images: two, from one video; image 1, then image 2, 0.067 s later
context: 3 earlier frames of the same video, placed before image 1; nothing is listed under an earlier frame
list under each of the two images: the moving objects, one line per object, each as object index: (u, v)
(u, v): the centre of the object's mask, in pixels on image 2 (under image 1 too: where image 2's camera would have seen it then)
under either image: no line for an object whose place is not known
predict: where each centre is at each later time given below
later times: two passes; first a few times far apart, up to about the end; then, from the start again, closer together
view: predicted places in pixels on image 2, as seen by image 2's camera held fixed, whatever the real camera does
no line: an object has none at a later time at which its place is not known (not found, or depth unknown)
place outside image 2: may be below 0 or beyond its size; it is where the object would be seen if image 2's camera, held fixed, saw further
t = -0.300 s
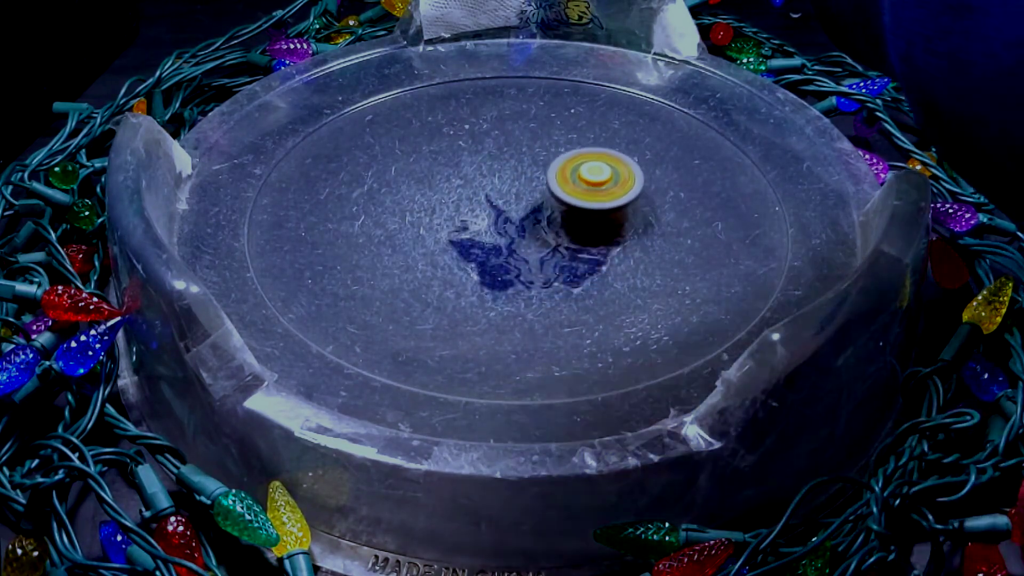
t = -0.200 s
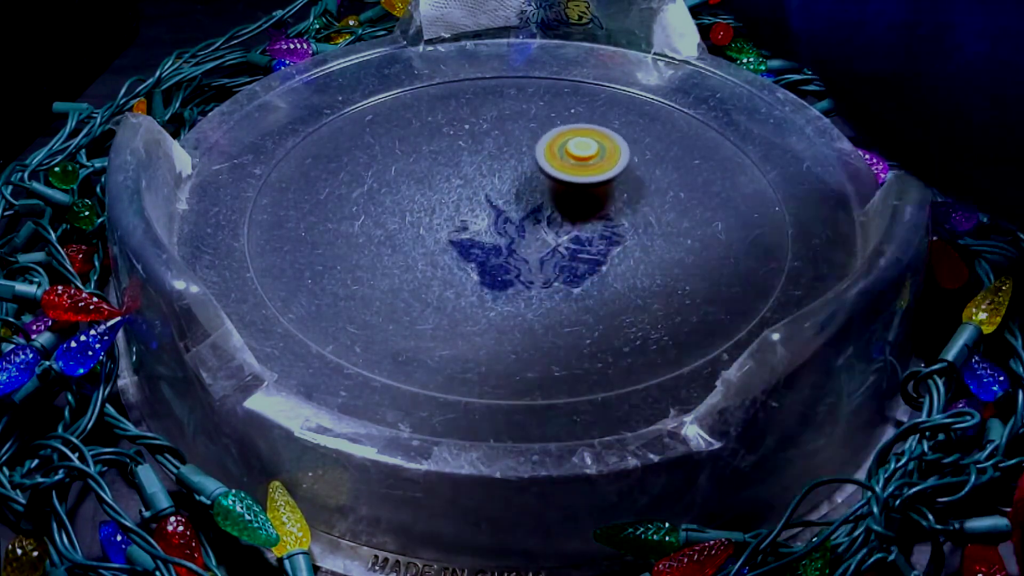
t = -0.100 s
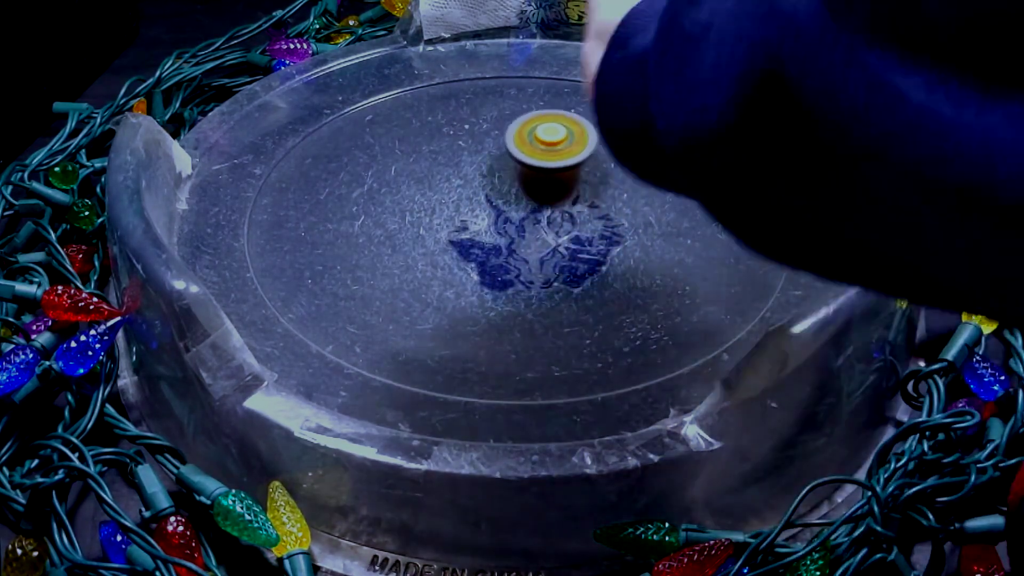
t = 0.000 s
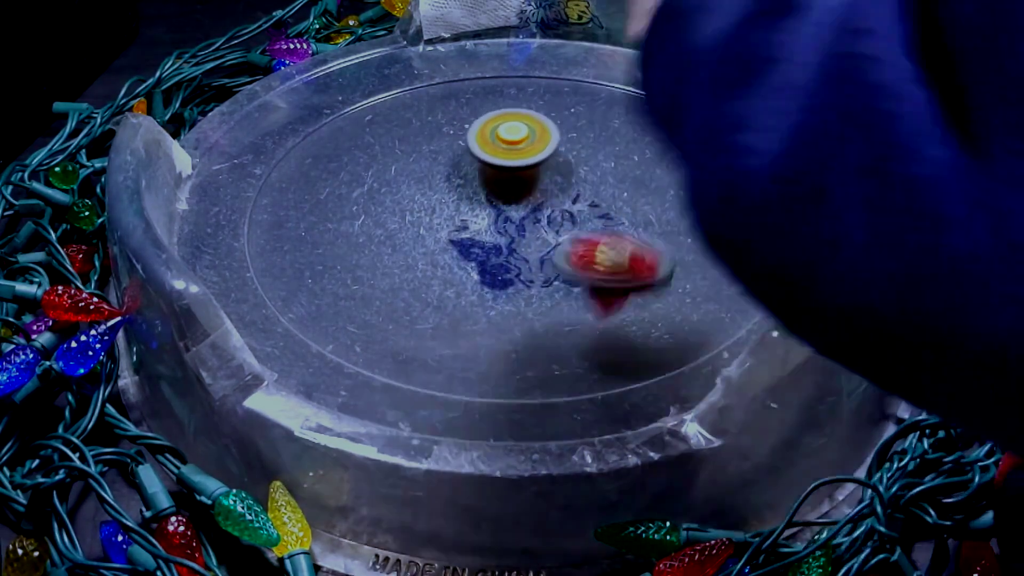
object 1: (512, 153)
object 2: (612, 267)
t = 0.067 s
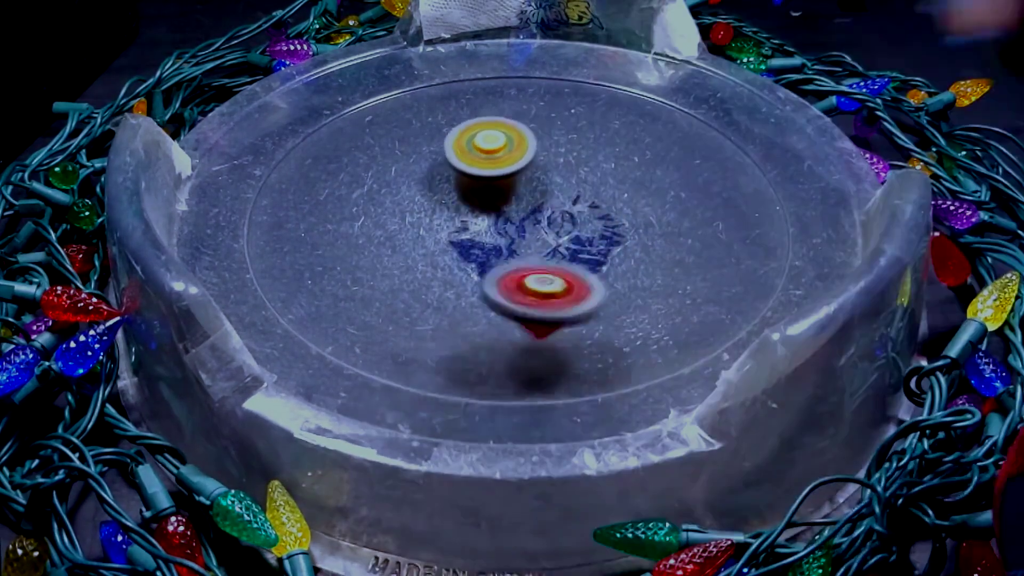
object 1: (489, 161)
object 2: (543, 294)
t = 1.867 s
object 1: (550, 131)
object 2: (383, 264)
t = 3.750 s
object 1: (533, 296)
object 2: (466, 354)
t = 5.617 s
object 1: (487, 170)
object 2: (292, 232)
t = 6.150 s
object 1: (514, 168)
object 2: (545, 62)
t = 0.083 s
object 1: (484, 164)
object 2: (525, 296)
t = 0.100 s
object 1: (479, 166)
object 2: (506, 303)
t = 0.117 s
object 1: (475, 170)
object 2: (486, 314)
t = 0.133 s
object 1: (472, 174)
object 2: (471, 307)
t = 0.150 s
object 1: (469, 179)
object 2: (456, 304)
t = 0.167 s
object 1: (467, 183)
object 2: (443, 299)
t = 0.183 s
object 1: (465, 188)
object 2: (430, 293)
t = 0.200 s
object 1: (463, 193)
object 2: (419, 286)
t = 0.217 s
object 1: (463, 198)
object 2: (410, 280)
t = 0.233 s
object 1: (464, 203)
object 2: (402, 274)
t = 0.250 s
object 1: (466, 208)
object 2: (396, 268)
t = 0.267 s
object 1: (468, 213)
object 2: (390, 263)
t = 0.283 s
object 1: (471, 218)
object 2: (385, 258)
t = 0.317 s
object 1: (479, 227)
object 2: (373, 248)
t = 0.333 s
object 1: (484, 231)
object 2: (368, 244)
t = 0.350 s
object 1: (489, 235)
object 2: (363, 240)
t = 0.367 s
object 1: (494, 238)
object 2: (358, 236)
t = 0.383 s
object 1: (501, 241)
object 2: (354, 232)
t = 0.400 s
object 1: (507, 244)
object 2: (350, 229)
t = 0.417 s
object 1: (514, 247)
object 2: (346, 226)
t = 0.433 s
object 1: (520, 249)
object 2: (342, 224)
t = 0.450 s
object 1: (527, 251)
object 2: (339, 222)
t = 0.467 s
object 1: (535, 252)
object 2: (335, 220)
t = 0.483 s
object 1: (543, 253)
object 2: (333, 219)
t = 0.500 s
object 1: (551, 253)
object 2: (330, 219)
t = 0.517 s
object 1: (557, 254)
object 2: (328, 218)
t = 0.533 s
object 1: (565, 253)
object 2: (325, 218)
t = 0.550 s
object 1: (572, 253)
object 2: (324, 219)
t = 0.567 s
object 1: (579, 253)
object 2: (322, 219)
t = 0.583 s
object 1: (585, 251)
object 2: (321, 221)
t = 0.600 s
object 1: (592, 250)
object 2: (319, 222)
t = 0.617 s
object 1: (598, 249)
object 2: (318, 224)
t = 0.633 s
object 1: (603, 247)
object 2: (317, 226)
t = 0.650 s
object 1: (609, 245)
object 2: (316, 229)
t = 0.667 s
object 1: (614, 242)
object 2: (316, 231)
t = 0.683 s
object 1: (619, 240)
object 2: (315, 234)
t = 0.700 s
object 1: (623, 237)
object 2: (316, 236)
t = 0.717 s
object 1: (627, 234)
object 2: (317, 239)
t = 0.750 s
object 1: (632, 228)
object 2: (321, 245)
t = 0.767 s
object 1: (634, 224)
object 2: (324, 247)
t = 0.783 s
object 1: (635, 221)
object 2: (328, 250)
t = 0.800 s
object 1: (635, 217)
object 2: (333, 252)
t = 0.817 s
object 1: (636, 214)
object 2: (338, 254)
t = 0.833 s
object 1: (635, 211)
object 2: (343, 256)
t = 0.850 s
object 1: (633, 208)
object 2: (350, 258)
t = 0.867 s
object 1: (630, 205)
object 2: (356, 259)
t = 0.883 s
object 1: (628, 202)
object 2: (363, 259)
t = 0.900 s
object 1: (624, 200)
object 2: (370, 259)
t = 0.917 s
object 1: (620, 198)
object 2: (378, 259)
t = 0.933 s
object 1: (616, 196)
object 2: (385, 258)
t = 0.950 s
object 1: (611, 195)
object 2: (391, 257)
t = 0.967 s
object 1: (606, 194)
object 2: (398, 256)
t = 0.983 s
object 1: (601, 194)
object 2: (404, 254)
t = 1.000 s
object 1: (594, 193)
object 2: (409, 251)
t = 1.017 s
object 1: (589, 193)
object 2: (414, 249)
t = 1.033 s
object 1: (582, 193)
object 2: (417, 247)
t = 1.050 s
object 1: (577, 193)
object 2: (421, 245)
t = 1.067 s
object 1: (570, 193)
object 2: (424, 242)
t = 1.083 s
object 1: (564, 195)
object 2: (426, 239)
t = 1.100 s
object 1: (558, 196)
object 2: (429, 236)
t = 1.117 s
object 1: (551, 197)
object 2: (432, 232)
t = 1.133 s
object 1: (545, 199)
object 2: (435, 228)
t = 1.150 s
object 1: (540, 202)
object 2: (439, 222)
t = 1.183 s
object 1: (548, 199)
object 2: (426, 215)
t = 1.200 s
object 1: (571, 194)
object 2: (402, 214)
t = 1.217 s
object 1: (591, 189)
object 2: (380, 212)
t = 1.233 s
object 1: (609, 183)
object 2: (363, 211)
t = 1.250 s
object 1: (623, 178)
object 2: (348, 209)
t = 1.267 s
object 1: (635, 173)
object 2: (336, 208)
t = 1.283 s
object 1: (644, 169)
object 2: (328, 208)
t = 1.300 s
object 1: (650, 166)
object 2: (322, 209)
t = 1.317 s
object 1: (654, 163)
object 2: (320, 210)
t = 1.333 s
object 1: (655, 160)
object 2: (319, 212)
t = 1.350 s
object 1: (654, 157)
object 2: (319, 214)
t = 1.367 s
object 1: (650, 155)
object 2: (320, 217)
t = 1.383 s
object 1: (645, 152)
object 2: (322, 219)
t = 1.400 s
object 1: (640, 150)
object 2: (324, 223)
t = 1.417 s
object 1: (634, 147)
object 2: (328, 225)
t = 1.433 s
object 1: (627, 145)
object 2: (332, 228)
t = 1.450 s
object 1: (621, 144)
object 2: (337, 231)
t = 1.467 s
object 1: (614, 143)
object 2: (343, 234)
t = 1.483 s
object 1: (606, 141)
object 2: (349, 235)
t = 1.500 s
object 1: (599, 140)
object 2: (355, 237)
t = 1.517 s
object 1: (591, 140)
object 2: (362, 238)
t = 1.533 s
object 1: (583, 141)
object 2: (368, 238)
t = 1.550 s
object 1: (576, 142)
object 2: (374, 238)
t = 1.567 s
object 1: (568, 142)
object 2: (380, 238)
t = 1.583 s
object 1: (560, 144)
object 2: (386, 238)
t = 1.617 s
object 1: (546, 148)
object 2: (398, 235)
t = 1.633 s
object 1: (539, 150)
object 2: (404, 235)
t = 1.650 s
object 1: (531, 153)
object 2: (409, 233)
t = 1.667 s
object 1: (524, 156)
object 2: (413, 232)
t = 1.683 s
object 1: (518, 160)
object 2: (418, 230)
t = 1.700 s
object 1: (511, 163)
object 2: (422, 228)
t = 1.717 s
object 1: (506, 167)
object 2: (425, 226)
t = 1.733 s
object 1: (500, 170)
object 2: (428, 224)
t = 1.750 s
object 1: (496, 172)
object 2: (432, 222)
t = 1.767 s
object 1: (494, 174)
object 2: (435, 219)
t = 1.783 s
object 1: (497, 173)
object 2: (429, 223)
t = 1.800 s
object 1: (509, 163)
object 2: (415, 233)
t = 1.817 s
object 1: (521, 154)
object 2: (404, 242)
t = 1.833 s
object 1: (532, 145)
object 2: (394, 249)
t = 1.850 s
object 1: (542, 136)
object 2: (387, 257)
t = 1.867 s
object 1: (550, 131)
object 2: (383, 264)
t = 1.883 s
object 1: (556, 126)
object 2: (381, 271)
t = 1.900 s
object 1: (560, 123)
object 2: (383, 277)
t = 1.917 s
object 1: (562, 120)
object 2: (388, 283)
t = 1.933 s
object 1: (563, 119)
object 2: (396, 288)
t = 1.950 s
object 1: (561, 119)
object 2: (408, 293)
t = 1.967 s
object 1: (558, 120)
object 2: (423, 296)
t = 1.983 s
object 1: (553, 120)
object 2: (442, 299)
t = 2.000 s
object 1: (546, 122)
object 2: (462, 300)
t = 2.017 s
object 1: (539, 123)
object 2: (485, 300)
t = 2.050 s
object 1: (526, 126)
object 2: (534, 291)
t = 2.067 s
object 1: (520, 128)
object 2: (557, 283)
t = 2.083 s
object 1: (513, 130)
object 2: (580, 274)
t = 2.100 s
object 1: (506, 133)
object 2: (602, 262)
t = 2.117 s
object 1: (500, 136)
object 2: (620, 249)
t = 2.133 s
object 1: (494, 139)
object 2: (636, 235)
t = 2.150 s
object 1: (488, 143)
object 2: (649, 219)
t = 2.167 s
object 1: (482, 146)
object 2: (659, 202)
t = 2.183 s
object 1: (477, 150)
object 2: (665, 186)
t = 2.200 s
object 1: (472, 155)
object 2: (670, 169)
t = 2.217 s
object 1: (468, 160)
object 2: (672, 152)
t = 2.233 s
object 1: (464, 164)
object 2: (670, 137)
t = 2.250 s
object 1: (461, 170)
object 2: (667, 122)
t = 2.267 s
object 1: (458, 176)
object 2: (662, 108)
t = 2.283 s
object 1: (455, 181)
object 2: (653, 93)
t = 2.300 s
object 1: (454, 186)
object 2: (642, 80)
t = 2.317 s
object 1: (453, 191)
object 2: (630, 66)
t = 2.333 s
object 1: (451, 197)
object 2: (614, 56)
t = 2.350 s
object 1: (452, 202)
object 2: (597, 49)
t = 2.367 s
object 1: (453, 207)
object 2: (577, 46)
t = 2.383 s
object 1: (454, 212)
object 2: (556, 41)
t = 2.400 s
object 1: (456, 217)
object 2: (536, 37)
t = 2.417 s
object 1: (459, 222)
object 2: (515, 33)
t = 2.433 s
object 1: (462, 227)
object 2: (490, 32)
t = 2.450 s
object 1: (466, 232)
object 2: (464, 38)
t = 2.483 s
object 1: (474, 241)
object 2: (416, 42)
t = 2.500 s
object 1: (479, 245)
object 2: (390, 45)
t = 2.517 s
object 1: (483, 248)
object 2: (366, 50)
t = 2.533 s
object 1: (488, 252)
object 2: (343, 56)
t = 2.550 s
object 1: (494, 255)
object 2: (319, 63)
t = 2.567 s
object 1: (500, 258)
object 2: (298, 72)
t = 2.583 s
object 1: (506, 261)
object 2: (279, 81)
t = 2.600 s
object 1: (513, 264)
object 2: (261, 91)
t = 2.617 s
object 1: (519, 266)
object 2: (245, 104)
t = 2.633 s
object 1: (525, 268)
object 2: (232, 117)
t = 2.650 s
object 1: (533, 271)
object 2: (227, 132)
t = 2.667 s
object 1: (540, 272)
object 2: (240, 143)
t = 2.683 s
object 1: (546, 273)
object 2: (255, 162)
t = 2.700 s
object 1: (553, 274)
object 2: (272, 186)
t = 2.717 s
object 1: (560, 275)
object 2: (290, 216)
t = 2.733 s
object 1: (566, 276)
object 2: (309, 233)
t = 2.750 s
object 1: (573, 276)
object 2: (332, 251)
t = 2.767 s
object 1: (580, 275)
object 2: (357, 267)
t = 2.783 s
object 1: (587, 275)
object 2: (386, 281)
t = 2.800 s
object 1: (594, 274)
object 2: (417, 293)
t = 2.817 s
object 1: (601, 274)
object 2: (452, 302)
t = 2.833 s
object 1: (607, 273)
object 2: (488, 307)
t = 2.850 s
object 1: (614, 270)
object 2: (525, 309)
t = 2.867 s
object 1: (623, 262)
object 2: (560, 310)
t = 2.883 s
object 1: (630, 247)
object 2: (594, 299)
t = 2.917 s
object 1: (635, 226)
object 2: (653, 283)
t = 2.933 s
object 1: (639, 227)
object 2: (684, 283)
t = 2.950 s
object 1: (641, 233)
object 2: (713, 288)
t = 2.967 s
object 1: (644, 232)
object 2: (739, 293)
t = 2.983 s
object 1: (642, 224)
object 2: (750, 277)
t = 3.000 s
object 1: (641, 218)
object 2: (758, 264)
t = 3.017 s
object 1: (639, 213)
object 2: (765, 257)
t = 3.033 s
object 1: (636, 209)
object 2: (772, 251)
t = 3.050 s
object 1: (631, 206)
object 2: (779, 237)
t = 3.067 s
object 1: (625, 204)
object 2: (781, 225)
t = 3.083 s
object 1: (619, 203)
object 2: (781, 212)
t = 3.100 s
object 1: (613, 203)
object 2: (781, 199)
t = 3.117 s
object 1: (606, 205)
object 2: (780, 185)
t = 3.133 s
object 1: (600, 206)
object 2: (778, 171)
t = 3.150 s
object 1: (595, 210)
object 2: (771, 160)
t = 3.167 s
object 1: (589, 213)
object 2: (763, 149)
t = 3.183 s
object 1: (584, 216)
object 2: (756, 139)
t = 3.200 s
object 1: (579, 220)
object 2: (747, 131)
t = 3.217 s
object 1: (574, 224)
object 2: (738, 124)
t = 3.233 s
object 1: (568, 226)
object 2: (728, 118)
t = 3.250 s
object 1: (562, 229)
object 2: (719, 112)
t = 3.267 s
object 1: (557, 232)
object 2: (707, 108)
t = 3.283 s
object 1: (552, 235)
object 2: (694, 104)
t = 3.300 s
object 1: (546, 238)
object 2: (679, 102)
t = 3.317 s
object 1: (542, 240)
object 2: (661, 98)
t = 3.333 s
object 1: (537, 243)
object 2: (641, 96)
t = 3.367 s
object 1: (530, 250)
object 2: (595, 96)
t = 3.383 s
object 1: (526, 254)
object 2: (573, 96)
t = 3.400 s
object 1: (523, 257)
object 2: (548, 101)
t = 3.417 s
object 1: (520, 261)
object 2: (525, 104)
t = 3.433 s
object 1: (518, 264)
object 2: (501, 110)
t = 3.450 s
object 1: (516, 267)
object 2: (478, 117)
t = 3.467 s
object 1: (513, 271)
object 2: (455, 127)
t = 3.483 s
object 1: (511, 274)
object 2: (435, 137)
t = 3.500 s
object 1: (509, 277)
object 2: (416, 147)
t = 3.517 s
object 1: (508, 281)
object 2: (400, 159)
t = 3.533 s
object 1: (506, 283)
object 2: (387, 172)
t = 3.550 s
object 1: (506, 287)
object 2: (375, 186)
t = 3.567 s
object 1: (505, 290)
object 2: (367, 200)
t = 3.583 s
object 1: (505, 292)
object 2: (363, 214)
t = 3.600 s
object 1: (505, 296)
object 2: (361, 230)
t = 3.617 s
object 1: (506, 298)
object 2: (363, 246)
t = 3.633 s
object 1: (506, 301)
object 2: (369, 262)
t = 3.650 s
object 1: (507, 303)
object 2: (379, 277)
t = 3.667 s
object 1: (510, 305)
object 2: (390, 291)
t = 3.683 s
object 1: (514, 308)
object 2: (408, 305)
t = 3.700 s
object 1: (523, 296)
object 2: (422, 315)
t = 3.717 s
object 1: (526, 309)
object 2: (436, 328)
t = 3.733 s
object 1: (531, 305)
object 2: (450, 344)
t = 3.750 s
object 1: (533, 296)
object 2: (466, 354)
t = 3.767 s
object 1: (535, 295)
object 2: (487, 354)
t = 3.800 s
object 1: (535, 296)
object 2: (533, 357)
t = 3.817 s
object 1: (535, 297)
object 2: (555, 357)
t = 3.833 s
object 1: (535, 298)
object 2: (580, 356)
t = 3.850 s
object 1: (536, 300)
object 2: (602, 353)
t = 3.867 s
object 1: (537, 303)
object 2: (620, 350)
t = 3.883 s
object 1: (539, 306)
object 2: (636, 347)
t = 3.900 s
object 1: (539, 316)
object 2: (649, 342)
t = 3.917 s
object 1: (539, 314)
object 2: (660, 338)
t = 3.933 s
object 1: (539, 307)
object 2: (668, 333)
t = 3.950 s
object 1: (539, 307)
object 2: (677, 328)
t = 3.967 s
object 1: (539, 307)
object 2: (686, 321)
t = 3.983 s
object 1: (538, 305)
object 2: (693, 316)
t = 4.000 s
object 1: (537, 303)
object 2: (699, 308)
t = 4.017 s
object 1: (536, 302)
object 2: (703, 302)
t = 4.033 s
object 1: (535, 301)
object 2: (705, 296)
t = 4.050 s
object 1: (534, 300)
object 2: (706, 290)
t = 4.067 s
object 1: (533, 299)
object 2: (705, 285)
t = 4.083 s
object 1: (531, 297)
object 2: (703, 279)
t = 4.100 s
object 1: (529, 296)
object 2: (700, 273)
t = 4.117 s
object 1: (527, 295)
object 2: (696, 266)
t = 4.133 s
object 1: (525, 293)
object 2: (691, 257)
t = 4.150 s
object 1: (522, 297)
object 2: (684, 247)
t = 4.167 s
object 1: (520, 295)
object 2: (676, 238)
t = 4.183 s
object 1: (518, 285)
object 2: (666, 228)
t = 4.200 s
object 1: (516, 283)
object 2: (654, 218)
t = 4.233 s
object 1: (510, 291)
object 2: (627, 199)
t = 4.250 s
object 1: (507, 289)
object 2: (610, 191)
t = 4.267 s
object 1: (504, 287)
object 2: (592, 184)
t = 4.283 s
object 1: (500, 284)
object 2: (573, 178)
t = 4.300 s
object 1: (497, 282)
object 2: (552, 173)
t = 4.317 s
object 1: (493, 281)
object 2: (531, 168)
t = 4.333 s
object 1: (490, 278)
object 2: (510, 164)
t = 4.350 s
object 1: (486, 276)
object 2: (489, 162)
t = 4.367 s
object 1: (482, 274)
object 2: (467, 160)
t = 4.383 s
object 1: (478, 272)
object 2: (446, 159)
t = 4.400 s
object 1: (474, 270)
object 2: (425, 160)
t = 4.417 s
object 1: (470, 268)
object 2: (404, 162)
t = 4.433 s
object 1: (466, 265)
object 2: (385, 168)
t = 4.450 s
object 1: (462, 263)
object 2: (366, 172)
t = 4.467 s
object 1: (458, 262)
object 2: (348, 178)
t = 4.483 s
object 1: (454, 260)
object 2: (332, 185)
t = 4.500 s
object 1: (450, 258)
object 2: (316, 192)
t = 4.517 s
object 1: (446, 256)
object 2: (302, 201)
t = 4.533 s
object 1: (442, 255)
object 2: (290, 212)
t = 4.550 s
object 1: (438, 253)
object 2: (277, 225)
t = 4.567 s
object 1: (435, 251)
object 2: (267, 238)
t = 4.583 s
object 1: (432, 249)
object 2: (264, 250)
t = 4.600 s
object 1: (428, 248)
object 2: (276, 257)
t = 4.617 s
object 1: (424, 246)
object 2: (289, 270)
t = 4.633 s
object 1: (421, 245)
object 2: (303, 286)
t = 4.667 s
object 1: (414, 241)
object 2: (331, 301)
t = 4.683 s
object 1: (411, 239)
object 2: (343, 307)
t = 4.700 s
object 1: (408, 236)
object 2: (358, 313)
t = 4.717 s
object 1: (405, 235)
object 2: (371, 317)
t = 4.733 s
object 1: (401, 234)
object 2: (383, 320)
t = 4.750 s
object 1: (398, 234)
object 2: (396, 322)
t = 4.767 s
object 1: (395, 233)
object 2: (408, 323)
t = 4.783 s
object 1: (392, 233)
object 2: (419, 324)
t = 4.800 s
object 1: (389, 233)
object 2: (430, 324)
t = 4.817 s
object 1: (386, 232)
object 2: (441, 322)
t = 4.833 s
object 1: (384, 231)
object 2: (451, 322)
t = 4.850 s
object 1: (382, 231)
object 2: (464, 320)
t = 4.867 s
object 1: (380, 230)
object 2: (476, 318)
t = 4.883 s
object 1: (378, 229)
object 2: (490, 315)
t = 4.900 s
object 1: (377, 229)
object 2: (504, 311)
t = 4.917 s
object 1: (376, 229)
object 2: (517, 307)
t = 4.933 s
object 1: (376, 229)
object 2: (530, 302)
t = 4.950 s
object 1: (375, 229)
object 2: (542, 296)
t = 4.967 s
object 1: (376, 229)
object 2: (553, 288)
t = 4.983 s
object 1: (376, 229)
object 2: (563, 281)
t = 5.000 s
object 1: (377, 229)
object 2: (571, 273)
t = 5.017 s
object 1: (378, 228)
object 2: (579, 264)
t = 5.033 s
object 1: (380, 228)
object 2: (585, 254)
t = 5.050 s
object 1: (382, 228)
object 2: (589, 243)
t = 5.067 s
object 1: (385, 228)
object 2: (590, 231)
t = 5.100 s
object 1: (391, 227)
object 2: (587, 206)
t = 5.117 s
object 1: (393, 226)
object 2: (581, 194)
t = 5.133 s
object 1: (397, 226)
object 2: (573, 182)
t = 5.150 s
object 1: (401, 225)
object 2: (563, 172)
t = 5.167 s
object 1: (404, 224)
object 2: (553, 162)
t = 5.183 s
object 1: (409, 223)
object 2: (540, 151)
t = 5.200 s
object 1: (412, 223)
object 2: (527, 143)
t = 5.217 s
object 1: (417, 221)
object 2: (511, 134)
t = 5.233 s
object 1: (421, 220)
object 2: (495, 128)
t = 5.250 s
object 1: (425, 219)
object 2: (478, 122)
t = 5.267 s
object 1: (430, 218)
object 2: (459, 117)
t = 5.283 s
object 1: (434, 217)
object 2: (442, 114)
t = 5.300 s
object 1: (438, 215)
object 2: (422, 112)
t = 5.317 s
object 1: (442, 213)
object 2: (403, 110)
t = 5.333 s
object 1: (445, 211)
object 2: (382, 112)
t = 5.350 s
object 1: (449, 209)
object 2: (362, 112)
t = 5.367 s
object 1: (453, 207)
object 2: (344, 116)
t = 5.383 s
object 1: (457, 205)
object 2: (326, 120)
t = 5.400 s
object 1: (460, 202)
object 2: (310, 125)
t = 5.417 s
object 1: (463, 200)
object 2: (296, 129)
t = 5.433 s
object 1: (467, 197)
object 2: (285, 134)
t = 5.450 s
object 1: (470, 195)
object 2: (274, 141)
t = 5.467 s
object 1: (472, 193)
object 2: (269, 149)
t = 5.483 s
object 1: (475, 190)
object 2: (265, 160)
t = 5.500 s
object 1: (477, 187)
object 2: (263, 168)
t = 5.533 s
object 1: (480, 182)
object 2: (264, 187)
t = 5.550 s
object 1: (482, 180)
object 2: (266, 197)
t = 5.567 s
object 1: (484, 177)
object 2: (271, 205)
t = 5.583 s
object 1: (485, 175)
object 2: (276, 215)
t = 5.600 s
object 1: (486, 172)
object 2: (283, 223)
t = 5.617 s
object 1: (487, 170)
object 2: (292, 232)
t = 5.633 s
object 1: (488, 168)
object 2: (301, 239)
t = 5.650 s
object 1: (489, 166)
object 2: (315, 248)
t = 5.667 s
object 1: (490, 163)
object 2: (330, 258)
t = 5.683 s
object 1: (490, 161)
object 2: (348, 266)
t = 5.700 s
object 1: (490, 160)
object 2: (369, 274)
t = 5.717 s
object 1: (490, 157)
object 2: (395, 282)
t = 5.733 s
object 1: (490, 155)
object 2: (421, 287)
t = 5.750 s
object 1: (490, 154)
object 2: (450, 290)
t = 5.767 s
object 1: (491, 152)
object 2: (478, 291)
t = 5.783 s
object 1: (491, 150)
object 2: (504, 290)
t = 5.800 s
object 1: (491, 149)
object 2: (530, 286)
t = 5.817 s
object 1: (491, 148)
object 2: (554, 282)
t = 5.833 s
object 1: (491, 147)
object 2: (576, 275)
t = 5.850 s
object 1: (490, 146)
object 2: (595, 266)
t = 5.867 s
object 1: (490, 146)
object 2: (612, 254)
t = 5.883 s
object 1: (490, 146)
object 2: (626, 243)
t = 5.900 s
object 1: (490, 146)
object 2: (637, 230)
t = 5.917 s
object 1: (490, 145)
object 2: (647, 218)
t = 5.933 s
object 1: (490, 145)
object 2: (652, 204)
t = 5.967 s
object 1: (491, 148)
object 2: (657, 177)
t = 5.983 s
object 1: (492, 149)
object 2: (656, 164)
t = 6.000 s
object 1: (494, 150)
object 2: (652, 150)
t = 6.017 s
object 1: (495, 152)
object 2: (647, 138)
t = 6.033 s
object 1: (497, 154)
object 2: (638, 127)
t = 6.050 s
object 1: (499, 156)
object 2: (630, 116)
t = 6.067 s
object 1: (502, 158)
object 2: (618, 105)
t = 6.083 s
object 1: (504, 160)
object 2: (606, 94)
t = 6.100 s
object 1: (506, 162)
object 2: (592, 85)
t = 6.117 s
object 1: (509, 164)
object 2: (577, 76)
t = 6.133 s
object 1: (512, 166)
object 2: (561, 69)
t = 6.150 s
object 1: (514, 168)
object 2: (545, 62)
